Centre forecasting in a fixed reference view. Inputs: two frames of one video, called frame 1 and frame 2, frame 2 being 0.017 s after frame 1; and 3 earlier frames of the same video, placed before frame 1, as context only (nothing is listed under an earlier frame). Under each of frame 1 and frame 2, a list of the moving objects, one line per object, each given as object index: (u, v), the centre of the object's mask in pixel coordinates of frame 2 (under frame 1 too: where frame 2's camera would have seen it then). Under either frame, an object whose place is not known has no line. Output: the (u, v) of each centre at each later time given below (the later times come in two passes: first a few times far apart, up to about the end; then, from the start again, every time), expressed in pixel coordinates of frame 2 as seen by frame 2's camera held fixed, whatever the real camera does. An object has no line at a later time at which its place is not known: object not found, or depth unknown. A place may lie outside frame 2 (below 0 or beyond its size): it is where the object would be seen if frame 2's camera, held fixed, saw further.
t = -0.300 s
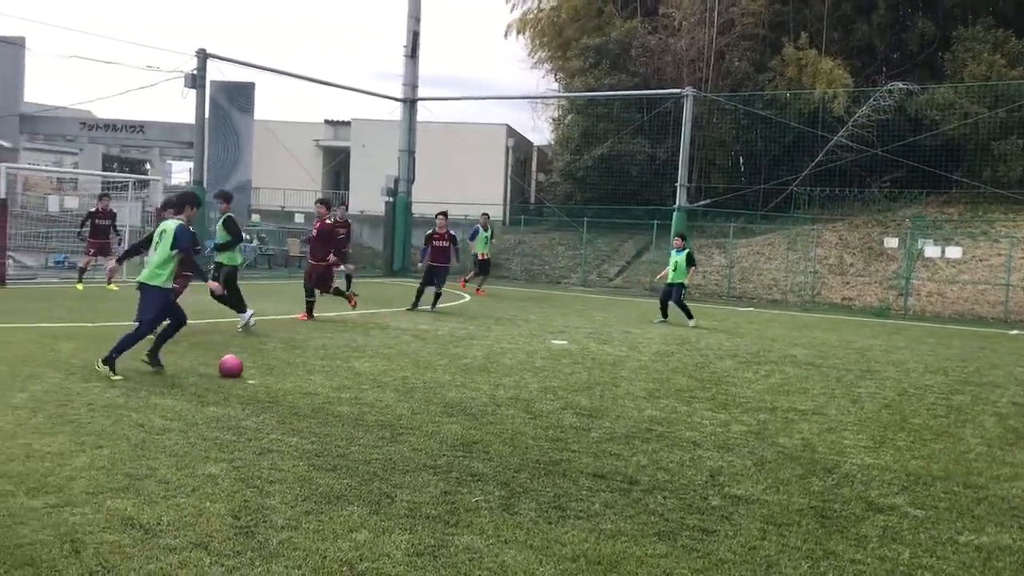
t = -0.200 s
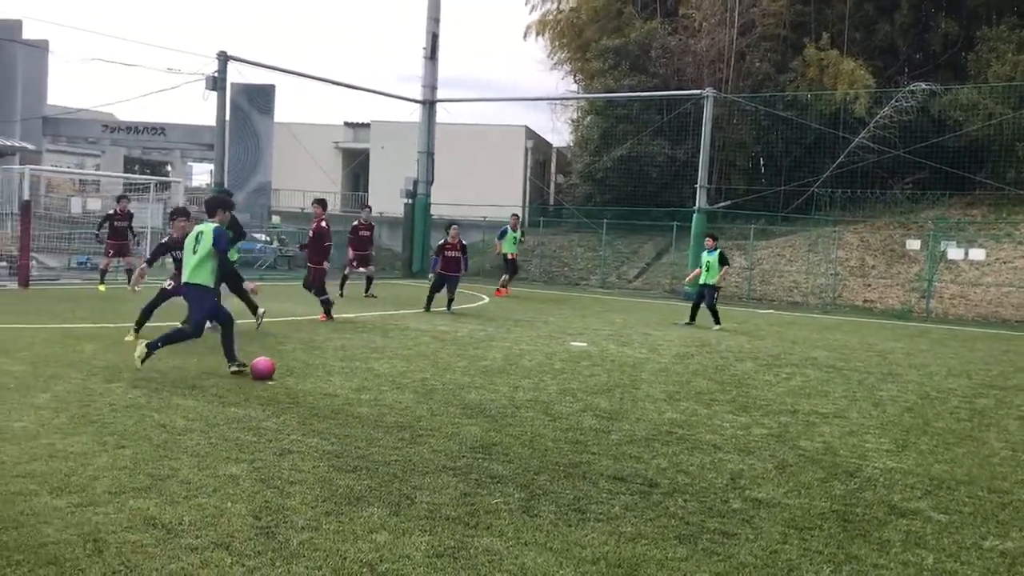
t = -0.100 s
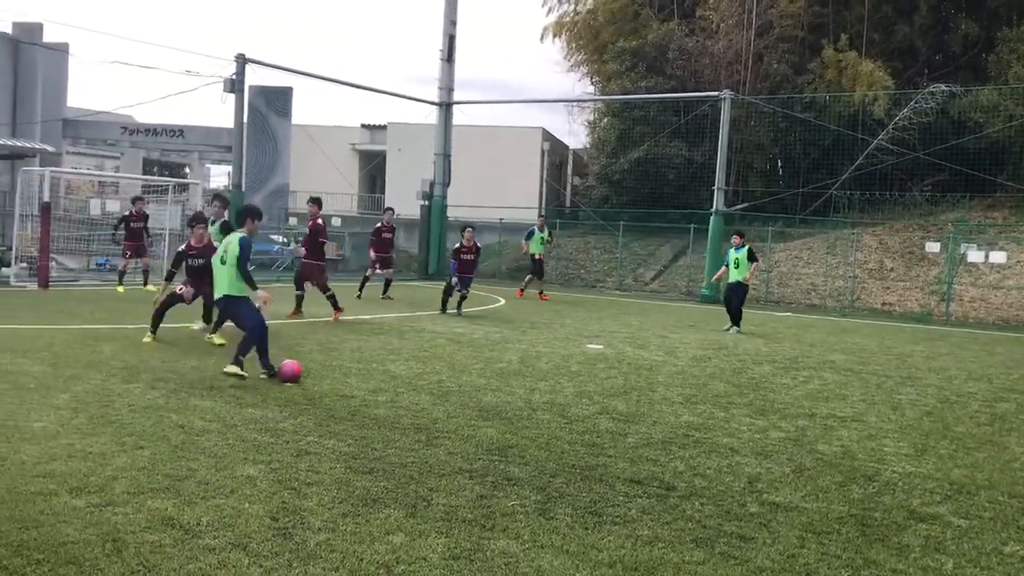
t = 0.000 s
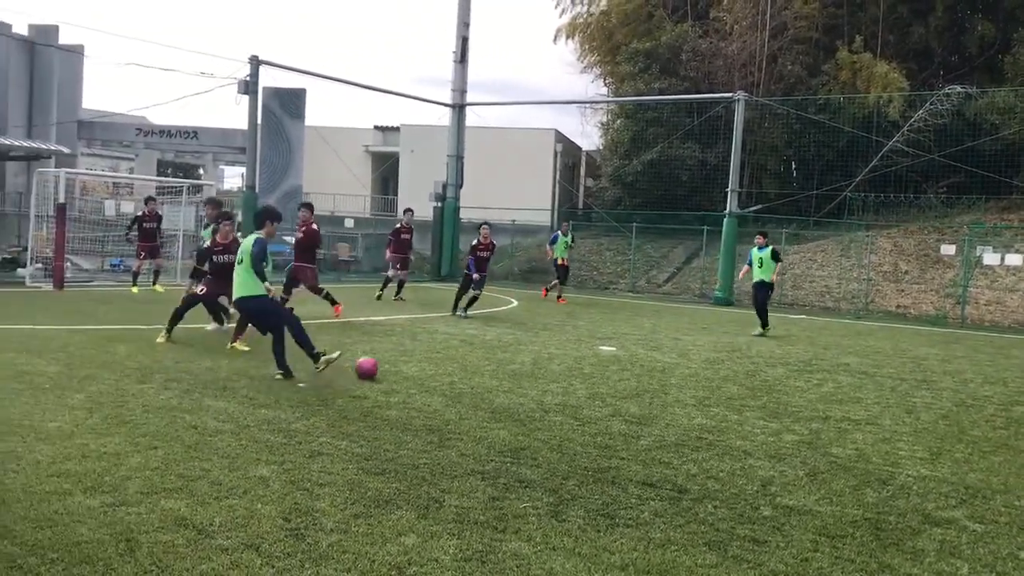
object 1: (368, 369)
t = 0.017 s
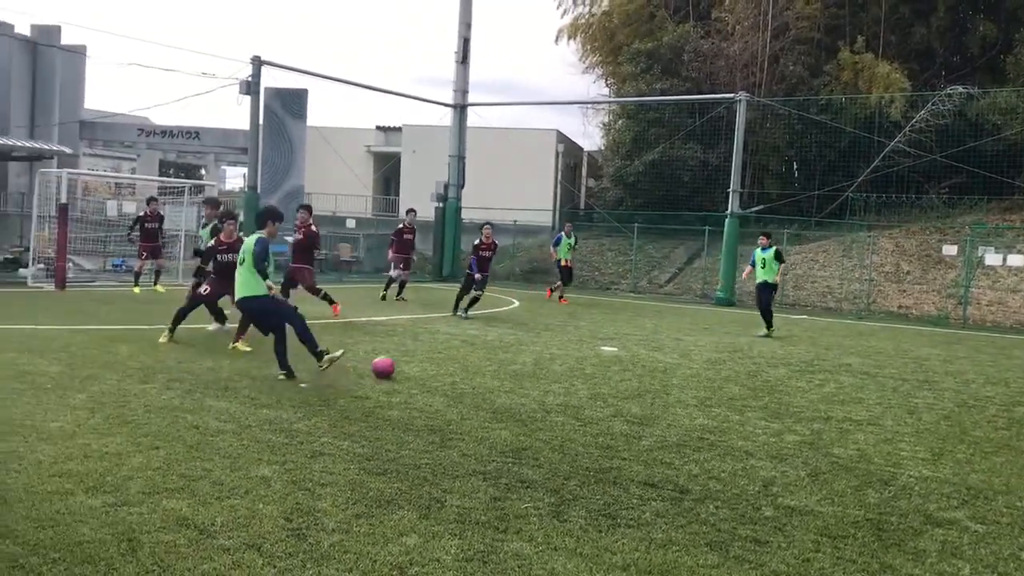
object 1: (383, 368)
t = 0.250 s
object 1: (548, 357)
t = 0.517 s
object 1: (659, 349)
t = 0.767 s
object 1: (726, 344)
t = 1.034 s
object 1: (782, 340)
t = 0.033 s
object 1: (398, 367)
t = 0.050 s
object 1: (412, 366)
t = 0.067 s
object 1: (427, 365)
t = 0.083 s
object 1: (440, 365)
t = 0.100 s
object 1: (453, 363)
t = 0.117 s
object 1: (465, 362)
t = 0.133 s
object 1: (477, 362)
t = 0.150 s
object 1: (488, 361)
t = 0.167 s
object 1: (499, 360)
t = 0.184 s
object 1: (510, 359)
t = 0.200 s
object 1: (520, 359)
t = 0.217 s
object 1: (530, 358)
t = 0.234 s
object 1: (539, 357)
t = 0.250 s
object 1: (548, 357)
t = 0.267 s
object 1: (557, 356)
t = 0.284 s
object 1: (565, 355)
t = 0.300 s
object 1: (573, 355)
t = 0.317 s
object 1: (581, 354)
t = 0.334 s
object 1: (589, 354)
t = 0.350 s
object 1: (597, 353)
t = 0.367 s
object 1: (604, 353)
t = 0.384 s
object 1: (611, 352)
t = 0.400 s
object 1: (618, 352)
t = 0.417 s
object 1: (624, 351)
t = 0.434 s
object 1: (631, 351)
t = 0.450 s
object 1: (636, 351)
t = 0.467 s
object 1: (643, 350)
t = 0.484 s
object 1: (648, 350)
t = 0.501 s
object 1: (654, 350)
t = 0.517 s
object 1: (659, 349)
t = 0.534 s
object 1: (664, 349)
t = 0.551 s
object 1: (669, 348)
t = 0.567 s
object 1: (674, 348)
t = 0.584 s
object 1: (679, 348)
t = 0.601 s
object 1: (684, 347)
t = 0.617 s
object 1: (689, 347)
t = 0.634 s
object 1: (693, 347)
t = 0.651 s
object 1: (697, 346)
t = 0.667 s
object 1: (701, 346)
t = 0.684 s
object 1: (706, 346)
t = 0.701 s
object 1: (710, 345)
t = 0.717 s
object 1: (714, 345)
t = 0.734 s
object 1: (718, 344)
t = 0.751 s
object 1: (722, 344)
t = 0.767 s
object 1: (726, 344)
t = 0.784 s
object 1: (730, 343)
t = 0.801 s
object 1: (734, 343)
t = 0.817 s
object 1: (737, 343)
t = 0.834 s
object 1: (741, 342)
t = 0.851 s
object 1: (745, 342)
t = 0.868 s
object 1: (748, 342)
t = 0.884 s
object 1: (752, 342)
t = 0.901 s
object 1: (755, 342)
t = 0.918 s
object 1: (758, 341)
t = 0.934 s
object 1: (762, 340)
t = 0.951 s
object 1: (765, 340)
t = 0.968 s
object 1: (769, 340)
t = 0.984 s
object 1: (772, 340)
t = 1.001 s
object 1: (776, 340)
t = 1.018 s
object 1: (779, 340)
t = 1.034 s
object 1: (782, 340)
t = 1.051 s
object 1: (785, 340)
